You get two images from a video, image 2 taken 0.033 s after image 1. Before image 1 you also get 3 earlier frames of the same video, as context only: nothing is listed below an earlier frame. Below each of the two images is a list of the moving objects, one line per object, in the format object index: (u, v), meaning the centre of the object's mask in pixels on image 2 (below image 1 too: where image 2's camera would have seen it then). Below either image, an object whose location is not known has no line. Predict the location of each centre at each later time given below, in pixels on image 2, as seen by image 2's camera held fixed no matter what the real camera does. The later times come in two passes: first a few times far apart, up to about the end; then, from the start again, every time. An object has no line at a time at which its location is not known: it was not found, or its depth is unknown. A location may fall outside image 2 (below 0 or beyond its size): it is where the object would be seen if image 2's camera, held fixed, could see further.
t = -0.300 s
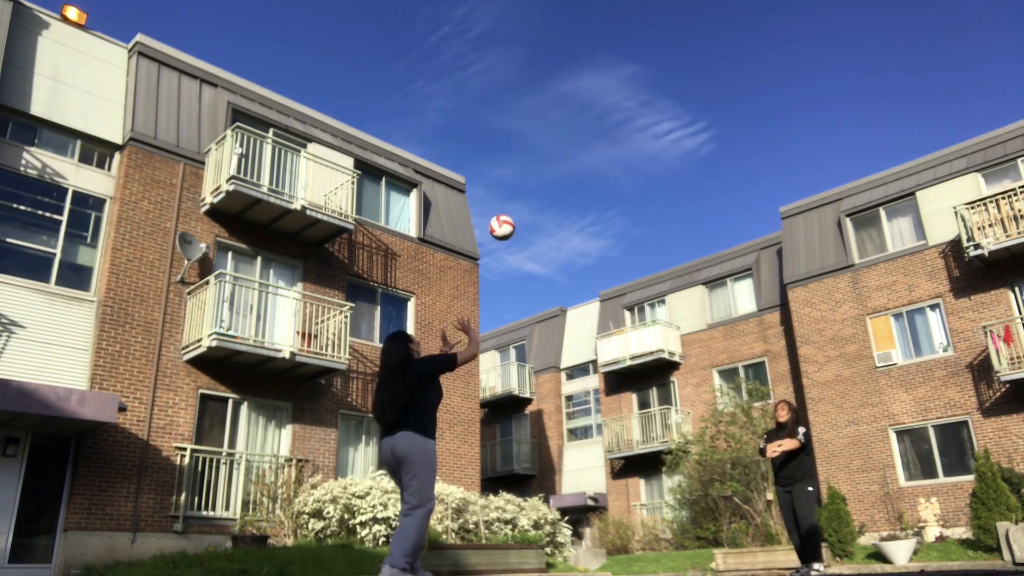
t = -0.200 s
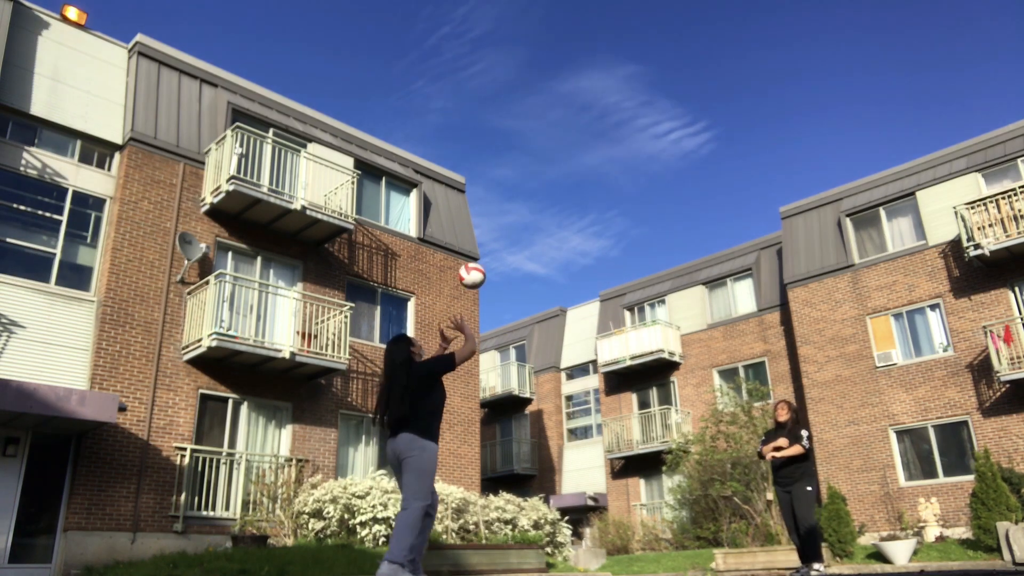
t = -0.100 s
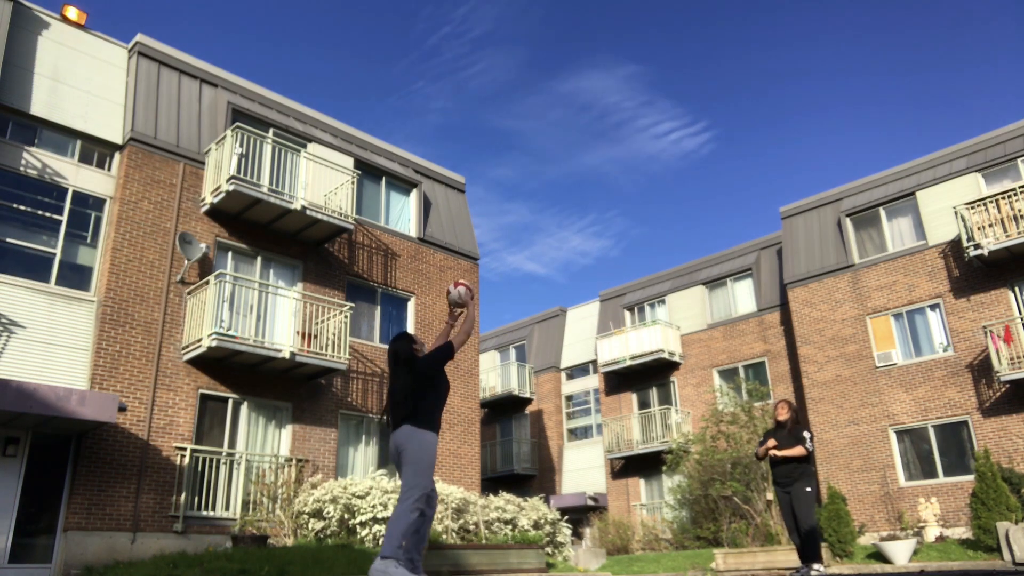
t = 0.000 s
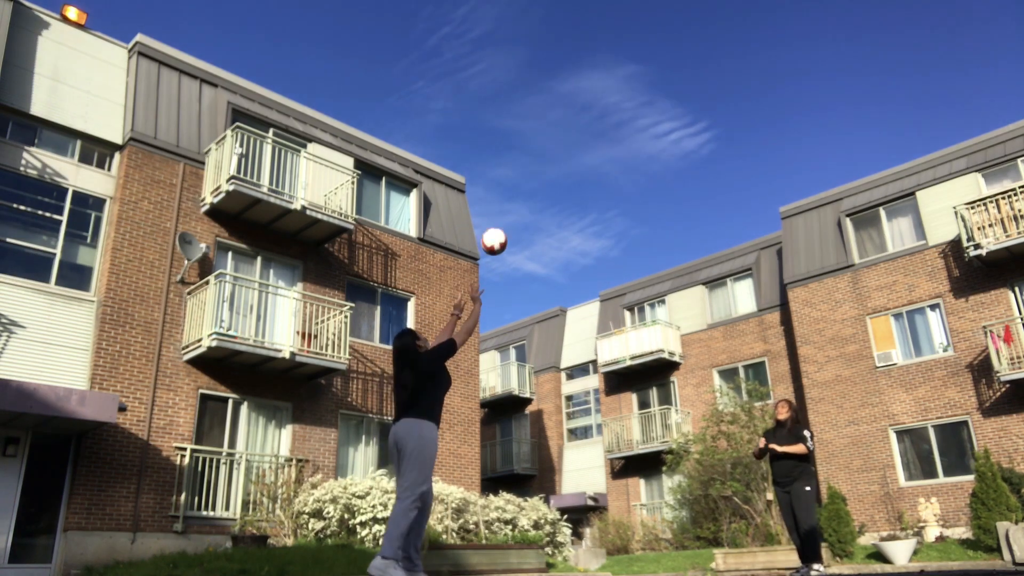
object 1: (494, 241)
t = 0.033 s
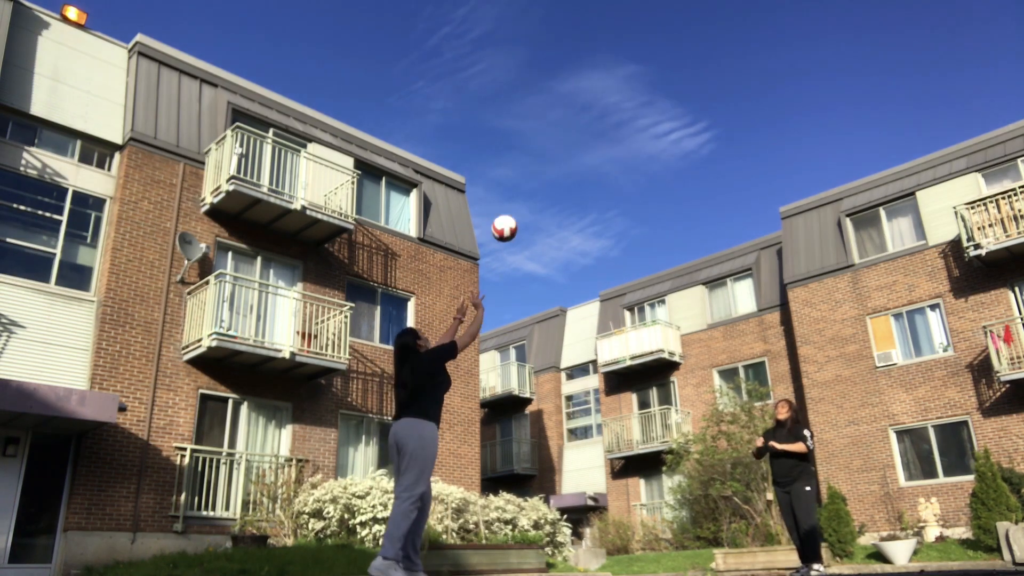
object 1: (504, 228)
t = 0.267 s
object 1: (567, 181)
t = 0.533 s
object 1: (628, 197)
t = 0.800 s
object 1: (686, 272)
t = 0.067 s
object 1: (514, 217)
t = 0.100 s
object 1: (524, 207)
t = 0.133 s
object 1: (533, 199)
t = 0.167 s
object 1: (542, 193)
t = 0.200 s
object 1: (551, 188)
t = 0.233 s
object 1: (559, 184)
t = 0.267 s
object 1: (567, 181)
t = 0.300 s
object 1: (575, 179)
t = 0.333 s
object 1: (583, 179)
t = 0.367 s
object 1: (591, 179)
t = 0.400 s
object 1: (598, 181)
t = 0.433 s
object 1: (606, 183)
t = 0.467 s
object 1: (614, 187)
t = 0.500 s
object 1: (621, 191)
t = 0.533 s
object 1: (628, 197)
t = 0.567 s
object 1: (636, 203)
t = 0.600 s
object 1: (643, 210)
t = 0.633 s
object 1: (650, 218)
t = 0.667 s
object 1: (657, 227)
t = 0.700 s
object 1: (664, 237)
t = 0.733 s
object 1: (672, 248)
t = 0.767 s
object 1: (679, 259)
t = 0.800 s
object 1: (686, 272)
